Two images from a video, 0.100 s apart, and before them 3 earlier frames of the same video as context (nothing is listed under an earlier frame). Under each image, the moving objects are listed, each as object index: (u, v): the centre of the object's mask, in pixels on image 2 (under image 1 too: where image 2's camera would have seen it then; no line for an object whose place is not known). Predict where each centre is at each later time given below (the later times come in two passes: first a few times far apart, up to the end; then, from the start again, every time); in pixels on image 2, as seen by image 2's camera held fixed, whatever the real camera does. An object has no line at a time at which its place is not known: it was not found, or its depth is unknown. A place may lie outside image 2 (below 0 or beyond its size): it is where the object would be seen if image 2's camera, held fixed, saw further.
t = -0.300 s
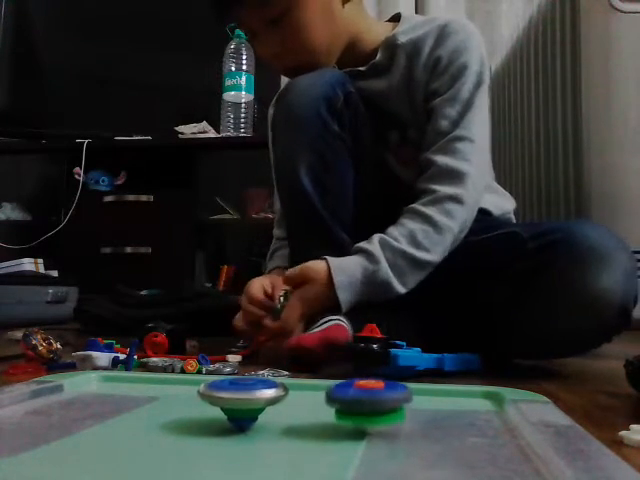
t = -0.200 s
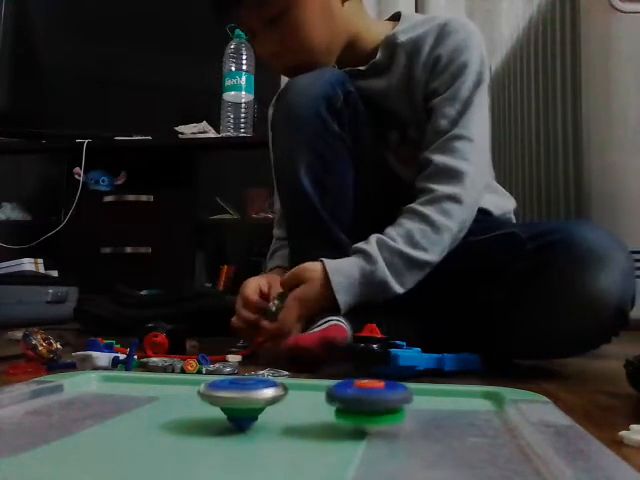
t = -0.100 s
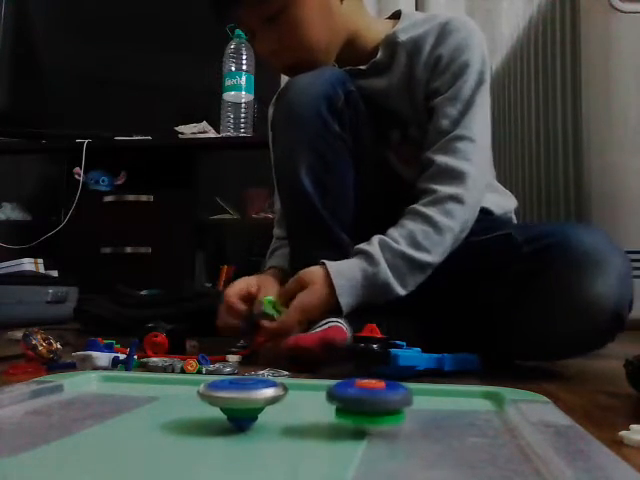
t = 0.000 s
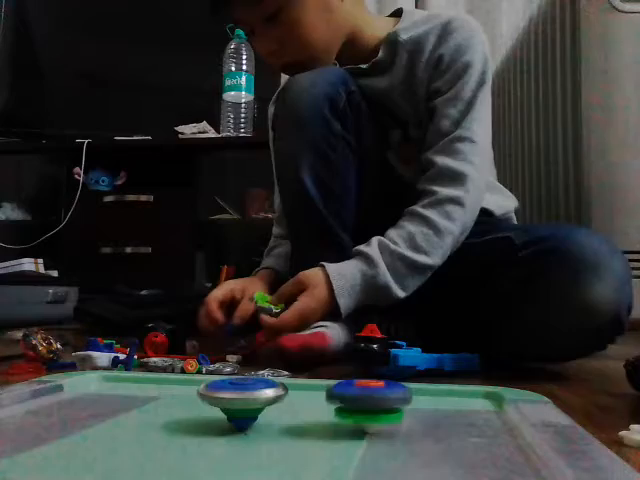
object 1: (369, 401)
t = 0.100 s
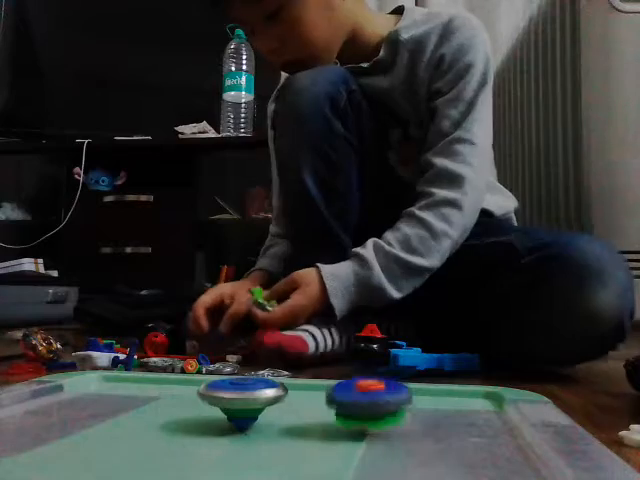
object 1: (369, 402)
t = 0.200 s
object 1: (370, 402)
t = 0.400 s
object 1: (371, 403)
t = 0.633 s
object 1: (366, 402)
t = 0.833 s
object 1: (369, 401)
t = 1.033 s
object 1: (371, 401)
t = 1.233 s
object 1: (371, 401)
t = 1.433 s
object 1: (369, 400)
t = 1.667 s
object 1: (370, 400)
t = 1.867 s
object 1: (370, 400)
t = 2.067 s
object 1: (370, 400)
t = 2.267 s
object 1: (368, 400)
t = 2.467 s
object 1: (367, 401)
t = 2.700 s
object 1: (371, 400)
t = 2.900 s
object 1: (366, 401)
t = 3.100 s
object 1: (369, 402)
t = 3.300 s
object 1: (366, 403)
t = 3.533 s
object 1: (371, 403)
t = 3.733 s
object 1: (367, 405)
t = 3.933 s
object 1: (369, 403)
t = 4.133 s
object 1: (366, 405)
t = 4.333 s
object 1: (367, 405)
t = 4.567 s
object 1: (363, 407)
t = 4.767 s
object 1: (371, 408)
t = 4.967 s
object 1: (367, 406)
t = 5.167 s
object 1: (367, 406)
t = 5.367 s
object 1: (365, 407)
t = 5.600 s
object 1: (366, 406)
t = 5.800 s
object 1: (369, 409)
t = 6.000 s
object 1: (373, 406)
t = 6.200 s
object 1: (375, 408)
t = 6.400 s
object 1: (367, 406)
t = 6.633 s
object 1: (374, 407)
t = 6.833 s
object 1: (368, 409)
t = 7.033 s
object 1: (371, 406)
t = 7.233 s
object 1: (380, 408)
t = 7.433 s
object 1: (371, 409)
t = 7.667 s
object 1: (368, 405)
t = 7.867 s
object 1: (374, 405)
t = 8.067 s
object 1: (361, 407)
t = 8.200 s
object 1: (358, 407)
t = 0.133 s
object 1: (367, 402)
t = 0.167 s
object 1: (368, 401)
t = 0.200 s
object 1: (370, 402)
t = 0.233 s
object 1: (369, 402)
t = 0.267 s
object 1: (368, 402)
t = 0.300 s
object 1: (368, 401)
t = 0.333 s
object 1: (369, 401)
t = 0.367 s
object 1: (372, 403)
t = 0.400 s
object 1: (371, 403)
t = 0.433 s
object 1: (368, 403)
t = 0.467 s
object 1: (367, 402)
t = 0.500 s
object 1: (369, 401)
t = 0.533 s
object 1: (371, 402)
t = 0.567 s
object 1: (370, 402)
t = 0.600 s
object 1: (368, 402)
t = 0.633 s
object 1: (366, 402)
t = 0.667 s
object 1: (369, 401)
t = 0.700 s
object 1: (372, 402)
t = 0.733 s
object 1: (372, 403)
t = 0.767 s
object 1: (369, 403)
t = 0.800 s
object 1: (368, 402)
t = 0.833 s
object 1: (369, 401)
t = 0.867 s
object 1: (372, 402)
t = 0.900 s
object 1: (372, 402)
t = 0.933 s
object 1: (370, 402)
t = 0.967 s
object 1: (368, 401)
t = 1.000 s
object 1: (369, 401)
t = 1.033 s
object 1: (371, 401)
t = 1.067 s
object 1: (370, 401)
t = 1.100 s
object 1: (369, 401)
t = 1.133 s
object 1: (368, 401)
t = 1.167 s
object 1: (369, 400)
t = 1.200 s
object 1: (371, 401)
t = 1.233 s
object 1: (371, 401)
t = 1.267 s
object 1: (369, 401)
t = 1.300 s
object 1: (369, 401)
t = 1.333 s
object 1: (370, 400)
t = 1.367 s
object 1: (371, 400)
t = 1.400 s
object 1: (371, 401)
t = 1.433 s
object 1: (369, 400)
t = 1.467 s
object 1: (369, 400)
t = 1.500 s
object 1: (370, 400)
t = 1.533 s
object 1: (370, 400)
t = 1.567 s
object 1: (370, 400)
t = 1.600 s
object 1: (369, 400)
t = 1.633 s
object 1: (369, 400)
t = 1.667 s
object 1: (370, 400)
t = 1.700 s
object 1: (371, 400)
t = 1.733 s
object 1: (370, 401)
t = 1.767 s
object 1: (368, 400)
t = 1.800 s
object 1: (368, 400)
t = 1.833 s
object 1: (370, 400)
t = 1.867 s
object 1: (370, 400)
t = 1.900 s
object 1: (369, 400)
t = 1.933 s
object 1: (368, 400)
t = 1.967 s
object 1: (369, 400)
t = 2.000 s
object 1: (371, 400)
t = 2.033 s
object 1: (371, 400)
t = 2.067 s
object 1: (370, 400)
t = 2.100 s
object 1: (368, 400)
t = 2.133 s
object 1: (369, 400)
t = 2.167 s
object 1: (370, 400)
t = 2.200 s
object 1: (370, 400)
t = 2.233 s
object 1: (369, 400)
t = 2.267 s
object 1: (368, 400)
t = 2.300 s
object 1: (368, 400)
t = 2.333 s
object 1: (372, 400)
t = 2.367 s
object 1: (374, 402)
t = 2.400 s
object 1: (372, 402)
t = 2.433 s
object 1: (368, 402)
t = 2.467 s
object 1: (367, 401)
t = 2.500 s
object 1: (368, 401)
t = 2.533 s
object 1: (370, 400)
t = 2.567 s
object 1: (372, 400)
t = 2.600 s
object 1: (370, 401)
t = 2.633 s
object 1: (367, 401)
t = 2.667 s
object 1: (367, 401)
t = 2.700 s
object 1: (371, 400)
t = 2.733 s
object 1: (374, 401)
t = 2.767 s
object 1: (374, 402)
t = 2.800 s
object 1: (372, 403)
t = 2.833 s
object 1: (368, 403)
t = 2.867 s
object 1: (365, 402)
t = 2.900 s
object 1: (366, 401)
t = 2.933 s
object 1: (369, 401)
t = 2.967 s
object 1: (369, 401)
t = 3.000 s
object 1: (369, 401)
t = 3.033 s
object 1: (368, 402)
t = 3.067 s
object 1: (367, 401)
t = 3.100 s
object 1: (369, 402)
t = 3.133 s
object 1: (371, 403)
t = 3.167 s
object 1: (372, 404)
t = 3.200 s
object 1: (369, 404)
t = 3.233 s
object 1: (366, 404)
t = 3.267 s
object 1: (365, 404)
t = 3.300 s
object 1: (366, 403)
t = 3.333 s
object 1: (369, 402)
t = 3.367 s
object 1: (372, 403)
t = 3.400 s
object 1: (371, 404)
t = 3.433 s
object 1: (369, 404)
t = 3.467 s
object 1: (367, 402)
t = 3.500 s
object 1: (368, 403)
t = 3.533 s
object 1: (371, 403)
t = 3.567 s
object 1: (375, 405)
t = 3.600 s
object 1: (375, 404)
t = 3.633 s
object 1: (372, 404)
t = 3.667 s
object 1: (367, 405)
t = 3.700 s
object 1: (365, 405)
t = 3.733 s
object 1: (367, 405)
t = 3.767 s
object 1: (369, 401)
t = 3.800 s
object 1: (370, 401)
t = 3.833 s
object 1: (371, 403)
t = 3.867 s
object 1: (368, 403)
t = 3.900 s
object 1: (367, 403)
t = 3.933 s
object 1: (369, 403)
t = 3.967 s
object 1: (370, 404)
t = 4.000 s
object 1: (370, 405)
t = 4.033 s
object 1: (370, 405)
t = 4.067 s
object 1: (369, 405)
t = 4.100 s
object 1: (367, 406)
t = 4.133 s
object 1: (366, 405)
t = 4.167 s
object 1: (367, 405)
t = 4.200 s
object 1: (368, 405)
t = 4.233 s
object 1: (369, 405)
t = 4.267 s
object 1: (370, 405)
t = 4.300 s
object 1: (369, 405)
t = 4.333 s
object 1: (367, 405)
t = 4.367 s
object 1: (369, 405)
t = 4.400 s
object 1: (370, 405)
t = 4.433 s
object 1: (370, 407)
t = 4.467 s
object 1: (368, 407)
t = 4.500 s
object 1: (366, 408)
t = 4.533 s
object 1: (364, 408)
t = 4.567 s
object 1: (363, 407)
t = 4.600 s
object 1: (365, 407)
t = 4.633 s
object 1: (367, 407)
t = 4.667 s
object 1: (368, 405)
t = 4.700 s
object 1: (368, 406)
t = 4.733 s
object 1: (370, 407)
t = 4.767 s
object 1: (371, 408)
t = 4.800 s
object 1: (371, 408)
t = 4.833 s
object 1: (368, 408)
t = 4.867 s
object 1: (366, 408)
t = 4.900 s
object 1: (364, 408)
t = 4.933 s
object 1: (365, 406)
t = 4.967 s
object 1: (367, 406)
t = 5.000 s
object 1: (371, 406)
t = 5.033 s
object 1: (371, 407)
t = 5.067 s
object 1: (370, 407)
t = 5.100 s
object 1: (368, 408)
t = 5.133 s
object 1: (366, 407)
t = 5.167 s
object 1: (367, 406)
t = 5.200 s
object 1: (370, 406)
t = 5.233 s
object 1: (372, 407)
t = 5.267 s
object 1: (372, 407)
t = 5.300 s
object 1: (369, 408)
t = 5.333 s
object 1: (367, 408)
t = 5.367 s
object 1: (365, 407)
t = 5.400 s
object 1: (365, 407)
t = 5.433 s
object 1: (367, 405)
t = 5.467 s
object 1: (370, 405)
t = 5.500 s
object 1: (372, 406)
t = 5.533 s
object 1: (371, 407)
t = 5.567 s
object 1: (368, 406)
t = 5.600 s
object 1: (366, 406)
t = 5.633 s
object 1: (367, 406)
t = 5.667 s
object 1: (370, 405)
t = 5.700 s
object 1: (374, 408)
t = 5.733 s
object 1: (374, 409)
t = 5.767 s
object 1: (373, 409)
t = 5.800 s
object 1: (369, 409)
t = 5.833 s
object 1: (366, 409)
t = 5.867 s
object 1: (367, 407)
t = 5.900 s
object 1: (367, 406)
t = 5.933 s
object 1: (372, 404)
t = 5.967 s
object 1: (375, 405)
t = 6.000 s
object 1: (373, 406)
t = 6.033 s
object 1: (371, 406)
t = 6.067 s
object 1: (368, 406)
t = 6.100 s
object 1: (367, 405)
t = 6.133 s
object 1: (369, 405)
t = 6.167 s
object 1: (372, 405)
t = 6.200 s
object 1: (375, 408)
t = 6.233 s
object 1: (376, 408)
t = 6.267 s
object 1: (374, 408)
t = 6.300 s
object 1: (372, 409)
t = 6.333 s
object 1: (370, 408)
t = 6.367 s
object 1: (367, 408)
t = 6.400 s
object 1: (367, 406)
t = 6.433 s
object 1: (368, 405)
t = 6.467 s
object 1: (370, 403)
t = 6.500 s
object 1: (373, 407)
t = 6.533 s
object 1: (376, 407)
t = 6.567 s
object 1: (374, 407)
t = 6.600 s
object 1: (373, 407)
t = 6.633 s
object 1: (374, 407)
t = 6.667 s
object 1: (376, 408)
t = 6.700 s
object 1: (375, 408)
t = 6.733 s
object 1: (372, 409)
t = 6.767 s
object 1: (371, 409)
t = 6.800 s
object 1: (369, 409)
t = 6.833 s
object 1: (368, 409)
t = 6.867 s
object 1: (368, 406)
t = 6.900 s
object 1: (368, 403)
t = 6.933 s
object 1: (368, 403)
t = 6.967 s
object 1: (369, 406)
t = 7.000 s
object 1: (369, 406)
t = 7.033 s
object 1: (371, 406)
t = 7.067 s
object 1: (374, 407)
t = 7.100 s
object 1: (374, 407)
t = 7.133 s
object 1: (375, 408)
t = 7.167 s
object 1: (377, 407)
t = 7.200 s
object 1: (379, 407)
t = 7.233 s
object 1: (380, 408)
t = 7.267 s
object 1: (380, 406)
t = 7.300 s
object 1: (380, 407)
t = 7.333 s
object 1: (379, 407)
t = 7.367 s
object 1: (375, 408)
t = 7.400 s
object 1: (374, 409)
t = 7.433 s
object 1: (371, 409)
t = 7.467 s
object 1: (370, 409)
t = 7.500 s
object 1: (368, 404)
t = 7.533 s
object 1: (366, 404)
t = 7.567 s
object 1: (365, 404)
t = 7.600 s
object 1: (366, 402)
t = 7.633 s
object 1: (366, 402)
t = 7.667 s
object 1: (368, 405)
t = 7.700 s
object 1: (368, 406)
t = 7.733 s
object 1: (369, 404)
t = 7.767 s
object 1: (372, 407)
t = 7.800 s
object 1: (372, 407)
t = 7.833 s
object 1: (374, 406)
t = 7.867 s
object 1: (374, 405)
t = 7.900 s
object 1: (372, 406)
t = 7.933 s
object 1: (370, 406)
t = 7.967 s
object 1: (368, 406)
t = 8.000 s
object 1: (366, 406)
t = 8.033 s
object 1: (364, 406)
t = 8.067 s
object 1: (361, 407)
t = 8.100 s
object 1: (360, 406)
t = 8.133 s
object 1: (359, 406)
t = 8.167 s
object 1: (358, 406)
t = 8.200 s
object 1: (358, 407)
